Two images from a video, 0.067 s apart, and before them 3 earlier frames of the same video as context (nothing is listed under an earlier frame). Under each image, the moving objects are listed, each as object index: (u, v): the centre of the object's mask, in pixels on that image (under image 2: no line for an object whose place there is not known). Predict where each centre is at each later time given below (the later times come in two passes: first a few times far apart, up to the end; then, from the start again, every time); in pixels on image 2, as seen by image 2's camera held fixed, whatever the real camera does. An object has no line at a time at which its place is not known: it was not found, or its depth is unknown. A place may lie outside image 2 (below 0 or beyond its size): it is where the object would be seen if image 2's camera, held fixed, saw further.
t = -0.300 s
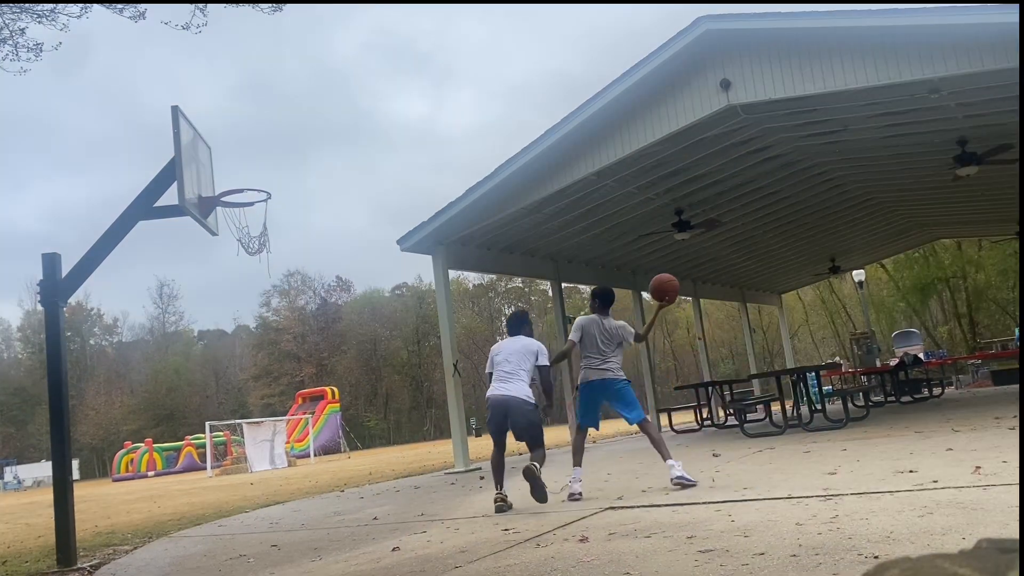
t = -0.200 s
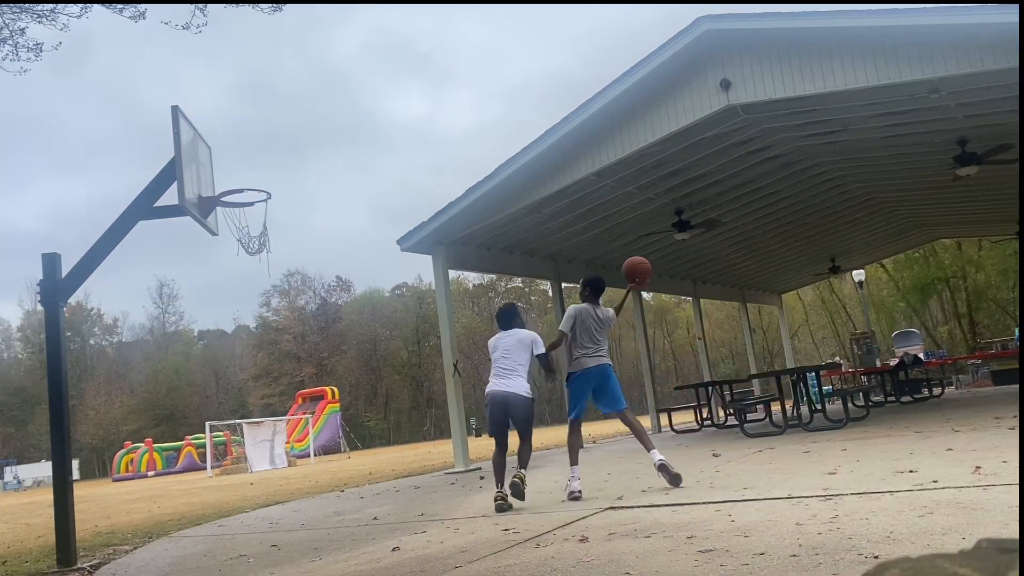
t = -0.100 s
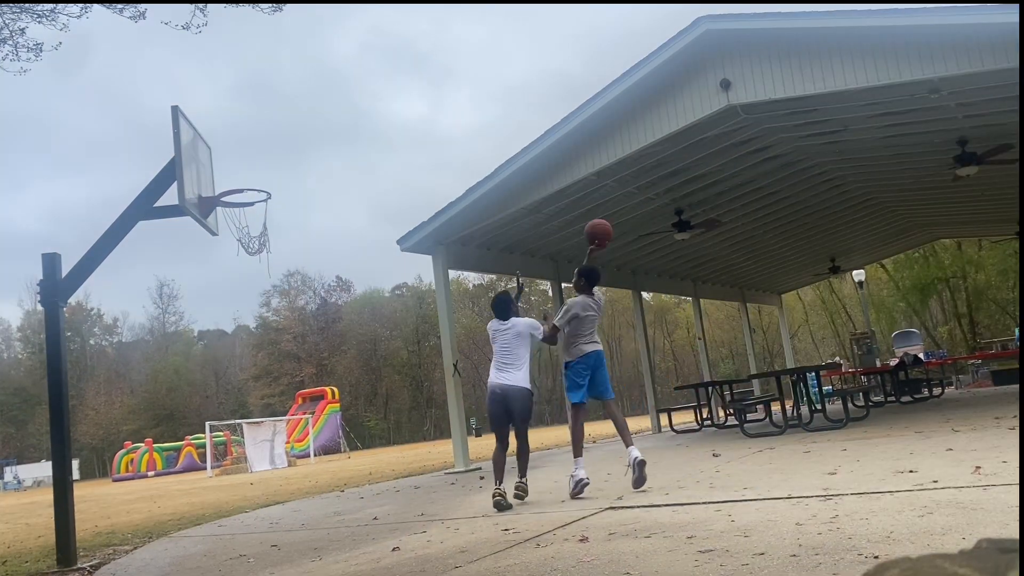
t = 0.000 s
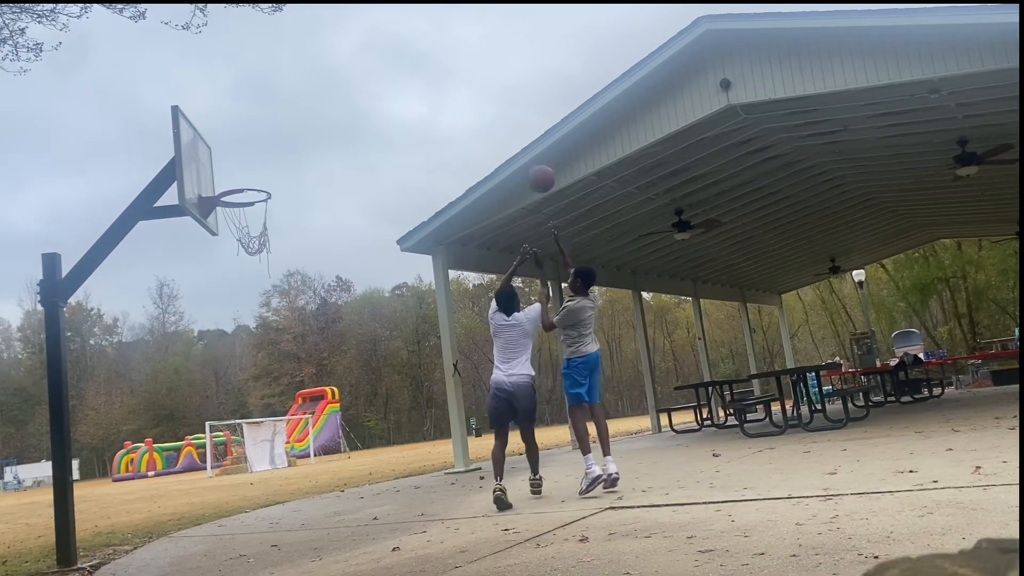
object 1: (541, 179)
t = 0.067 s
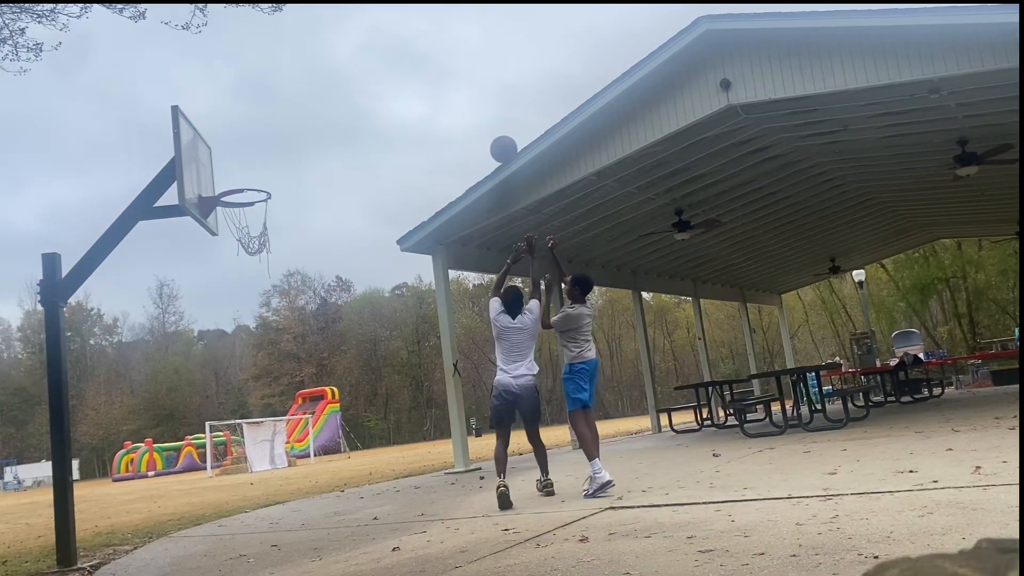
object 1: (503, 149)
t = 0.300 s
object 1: (383, 86)
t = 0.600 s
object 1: (248, 91)
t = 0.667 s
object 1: (221, 104)
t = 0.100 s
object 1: (485, 136)
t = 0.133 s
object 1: (468, 125)
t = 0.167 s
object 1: (450, 115)
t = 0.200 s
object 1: (433, 106)
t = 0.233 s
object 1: (416, 98)
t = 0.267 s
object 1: (399, 92)
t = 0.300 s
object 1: (383, 86)
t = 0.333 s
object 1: (367, 82)
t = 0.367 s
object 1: (351, 79)
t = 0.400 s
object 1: (336, 77)
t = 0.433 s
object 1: (321, 77)
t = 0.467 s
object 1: (306, 77)
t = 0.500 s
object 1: (291, 79)
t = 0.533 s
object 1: (277, 82)
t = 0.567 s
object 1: (262, 86)
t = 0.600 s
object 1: (248, 91)
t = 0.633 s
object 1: (234, 97)
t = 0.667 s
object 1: (221, 104)
